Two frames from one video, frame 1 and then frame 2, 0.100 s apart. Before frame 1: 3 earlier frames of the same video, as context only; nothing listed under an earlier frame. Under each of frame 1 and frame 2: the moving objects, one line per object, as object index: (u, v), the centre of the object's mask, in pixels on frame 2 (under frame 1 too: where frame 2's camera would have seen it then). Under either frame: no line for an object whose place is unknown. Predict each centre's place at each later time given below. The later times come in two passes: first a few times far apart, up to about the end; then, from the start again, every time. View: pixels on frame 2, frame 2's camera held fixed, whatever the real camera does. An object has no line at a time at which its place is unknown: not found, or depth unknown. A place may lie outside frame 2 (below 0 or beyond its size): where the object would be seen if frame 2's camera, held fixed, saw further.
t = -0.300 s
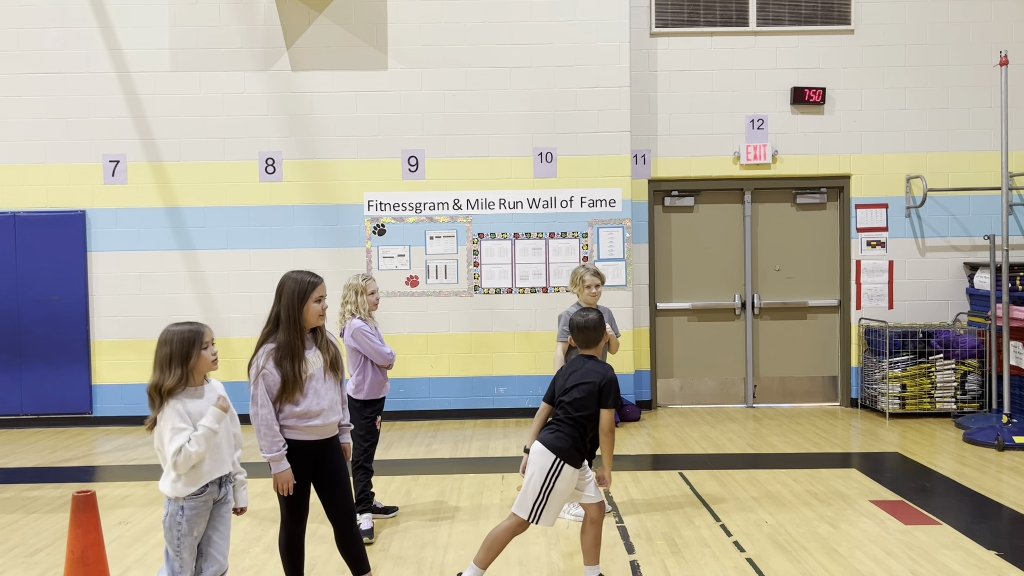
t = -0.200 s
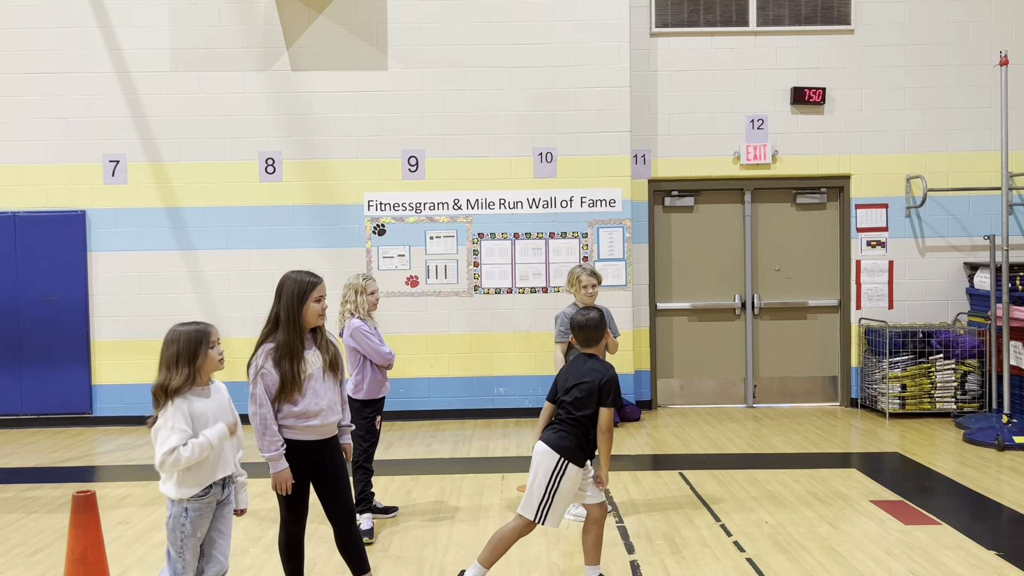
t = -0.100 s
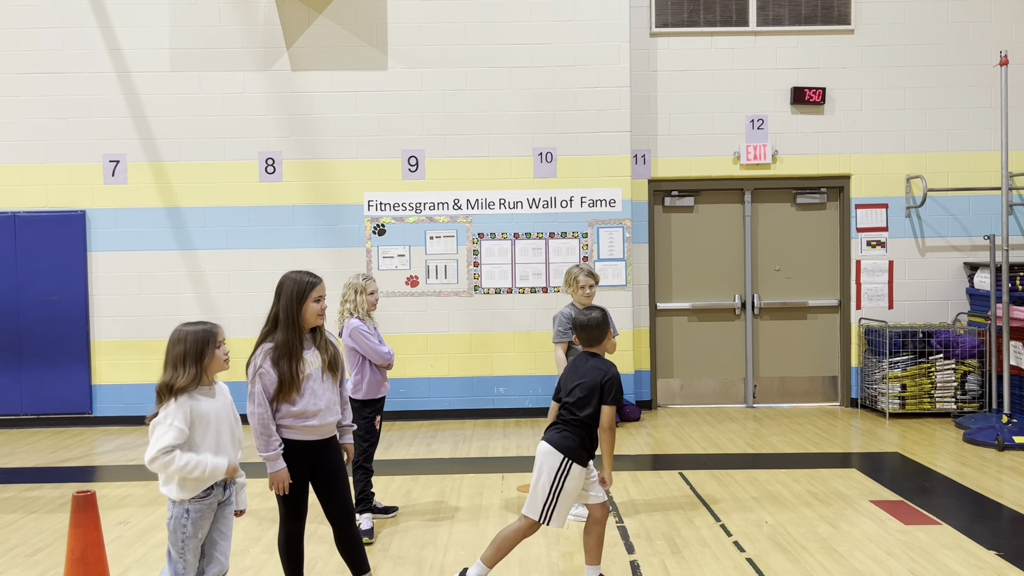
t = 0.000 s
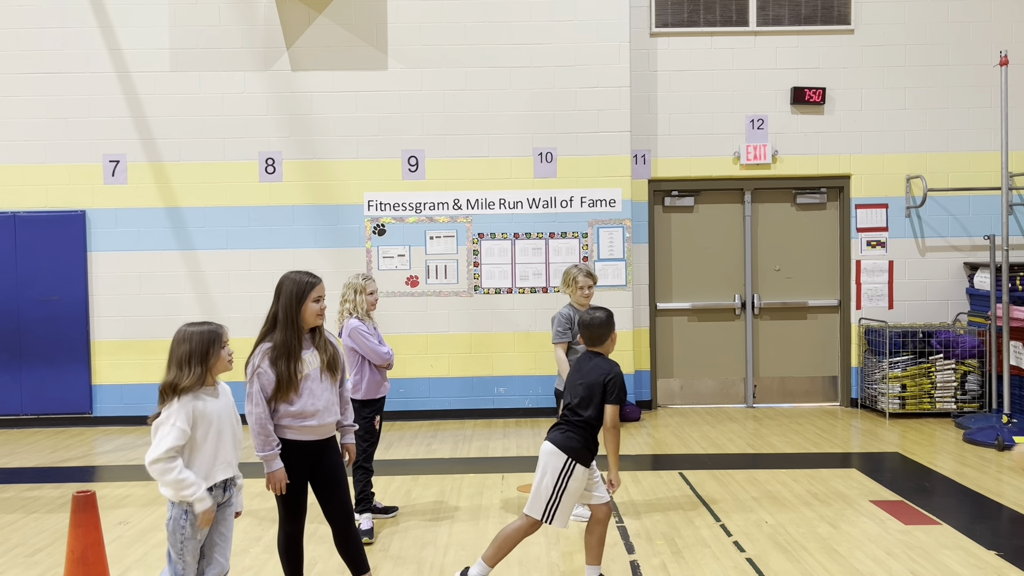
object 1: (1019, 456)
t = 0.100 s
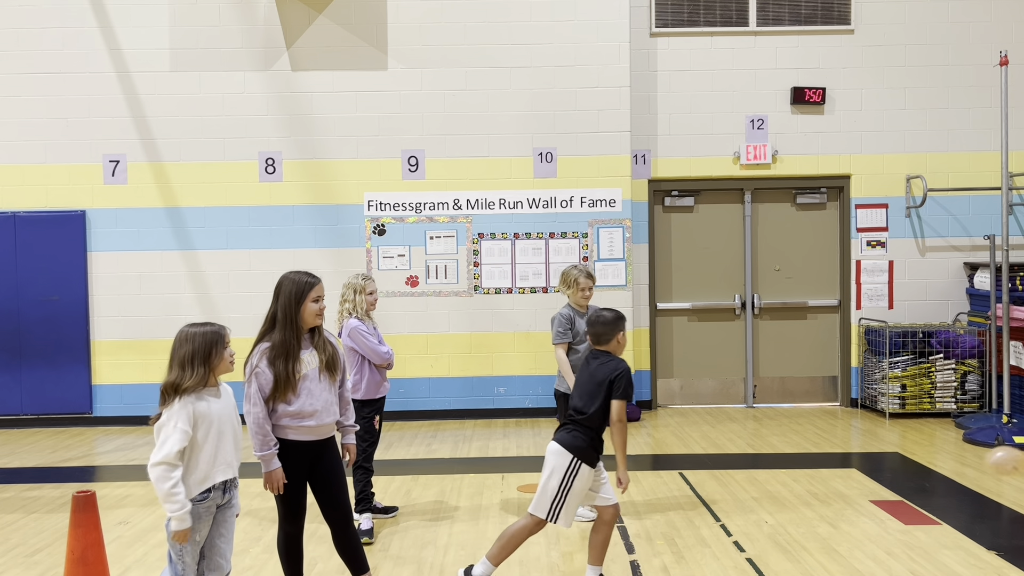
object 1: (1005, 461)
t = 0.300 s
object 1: (959, 521)
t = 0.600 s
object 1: (873, 501)
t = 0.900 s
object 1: (848, 476)
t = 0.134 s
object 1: (997, 466)
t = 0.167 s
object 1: (990, 473)
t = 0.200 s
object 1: (981, 484)
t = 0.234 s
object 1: (972, 497)
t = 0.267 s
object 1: (966, 509)
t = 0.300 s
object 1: (959, 521)
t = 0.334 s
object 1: (951, 532)
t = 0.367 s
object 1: (940, 519)
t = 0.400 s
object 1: (930, 509)
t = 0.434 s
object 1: (918, 501)
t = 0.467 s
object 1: (907, 496)
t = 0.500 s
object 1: (897, 494)
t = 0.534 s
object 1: (889, 495)
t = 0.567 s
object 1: (883, 497)
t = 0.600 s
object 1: (873, 501)
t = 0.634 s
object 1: (861, 505)
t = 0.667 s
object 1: (859, 497)
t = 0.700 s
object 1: (858, 487)
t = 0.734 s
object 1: (856, 481)
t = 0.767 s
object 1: (854, 476)
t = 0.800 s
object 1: (852, 474)
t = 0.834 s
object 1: (851, 472)
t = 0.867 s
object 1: (849, 473)
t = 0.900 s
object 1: (848, 476)
